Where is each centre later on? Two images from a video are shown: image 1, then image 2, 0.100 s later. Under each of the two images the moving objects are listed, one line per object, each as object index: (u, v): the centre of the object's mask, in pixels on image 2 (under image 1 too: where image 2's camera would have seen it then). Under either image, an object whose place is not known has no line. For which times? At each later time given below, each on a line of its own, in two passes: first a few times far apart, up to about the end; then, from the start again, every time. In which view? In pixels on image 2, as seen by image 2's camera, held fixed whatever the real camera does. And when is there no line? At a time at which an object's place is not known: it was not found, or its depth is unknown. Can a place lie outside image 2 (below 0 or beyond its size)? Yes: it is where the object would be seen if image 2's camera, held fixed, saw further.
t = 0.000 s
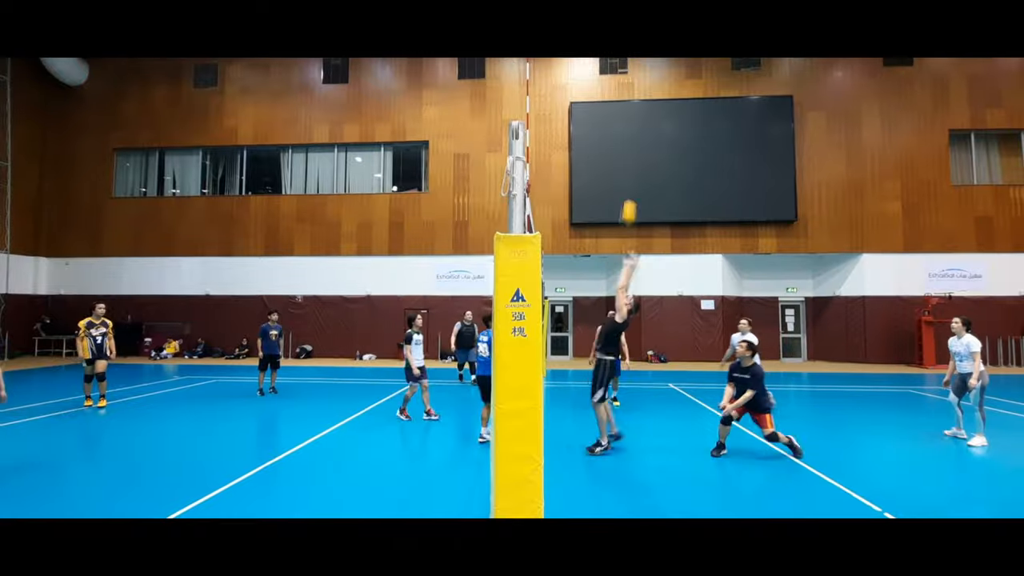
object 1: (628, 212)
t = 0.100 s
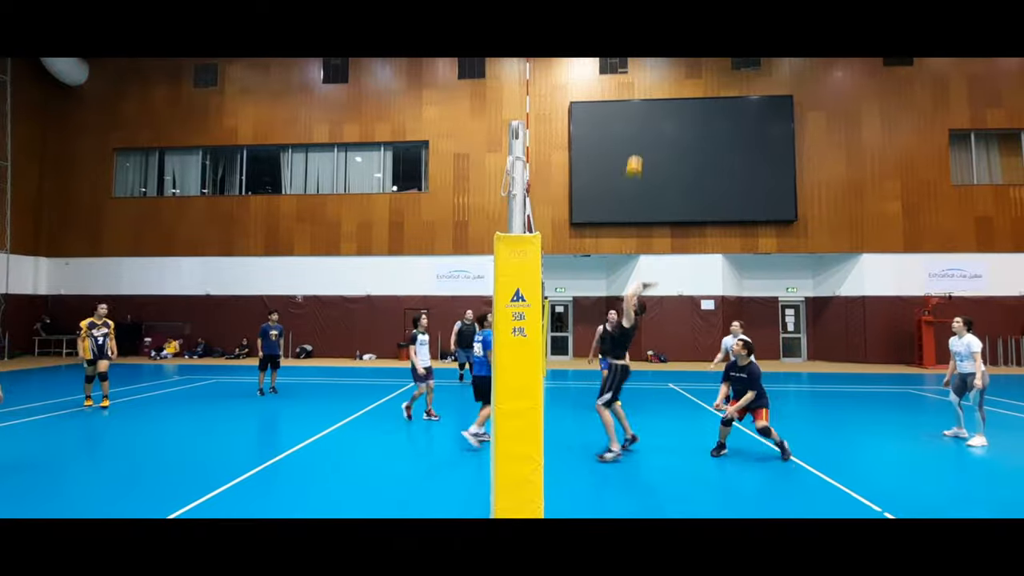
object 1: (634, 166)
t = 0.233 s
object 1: (642, 119)
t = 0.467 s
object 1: (654, 76)
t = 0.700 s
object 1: (666, 71)
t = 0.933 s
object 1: (677, 97)
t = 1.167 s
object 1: (688, 152)
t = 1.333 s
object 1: (694, 207)
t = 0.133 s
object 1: (636, 153)
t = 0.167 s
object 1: (638, 141)
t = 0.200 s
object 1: (640, 129)
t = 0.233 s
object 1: (642, 119)
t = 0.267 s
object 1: (644, 110)
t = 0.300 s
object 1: (646, 102)
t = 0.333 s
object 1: (648, 96)
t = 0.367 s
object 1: (649, 89)
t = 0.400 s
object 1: (651, 85)
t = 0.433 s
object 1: (653, 80)
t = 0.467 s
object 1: (654, 76)
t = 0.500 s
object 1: (656, 73)
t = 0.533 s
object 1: (658, 71)
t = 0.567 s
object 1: (660, 70)
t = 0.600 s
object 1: (661, 69)
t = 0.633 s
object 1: (664, 70)
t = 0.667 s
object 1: (665, 70)
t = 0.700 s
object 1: (666, 71)
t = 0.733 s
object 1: (668, 73)
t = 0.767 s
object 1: (669, 76)
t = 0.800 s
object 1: (671, 79)
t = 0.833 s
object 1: (673, 82)
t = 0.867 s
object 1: (674, 86)
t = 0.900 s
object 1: (676, 91)
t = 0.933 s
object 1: (677, 97)
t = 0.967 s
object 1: (679, 104)
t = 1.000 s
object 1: (680, 110)
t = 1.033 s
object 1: (682, 118)
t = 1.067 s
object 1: (684, 125)
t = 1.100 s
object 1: (685, 133)
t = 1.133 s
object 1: (687, 143)
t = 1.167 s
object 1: (688, 152)
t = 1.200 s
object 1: (689, 162)
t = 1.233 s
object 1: (690, 172)
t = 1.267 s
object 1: (692, 183)
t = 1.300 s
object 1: (693, 195)
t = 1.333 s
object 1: (694, 207)
